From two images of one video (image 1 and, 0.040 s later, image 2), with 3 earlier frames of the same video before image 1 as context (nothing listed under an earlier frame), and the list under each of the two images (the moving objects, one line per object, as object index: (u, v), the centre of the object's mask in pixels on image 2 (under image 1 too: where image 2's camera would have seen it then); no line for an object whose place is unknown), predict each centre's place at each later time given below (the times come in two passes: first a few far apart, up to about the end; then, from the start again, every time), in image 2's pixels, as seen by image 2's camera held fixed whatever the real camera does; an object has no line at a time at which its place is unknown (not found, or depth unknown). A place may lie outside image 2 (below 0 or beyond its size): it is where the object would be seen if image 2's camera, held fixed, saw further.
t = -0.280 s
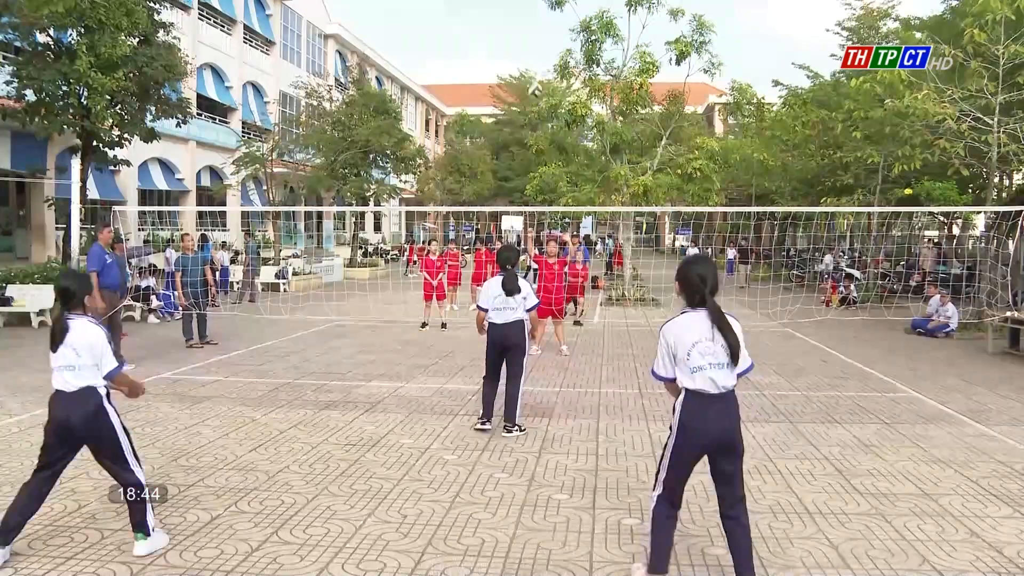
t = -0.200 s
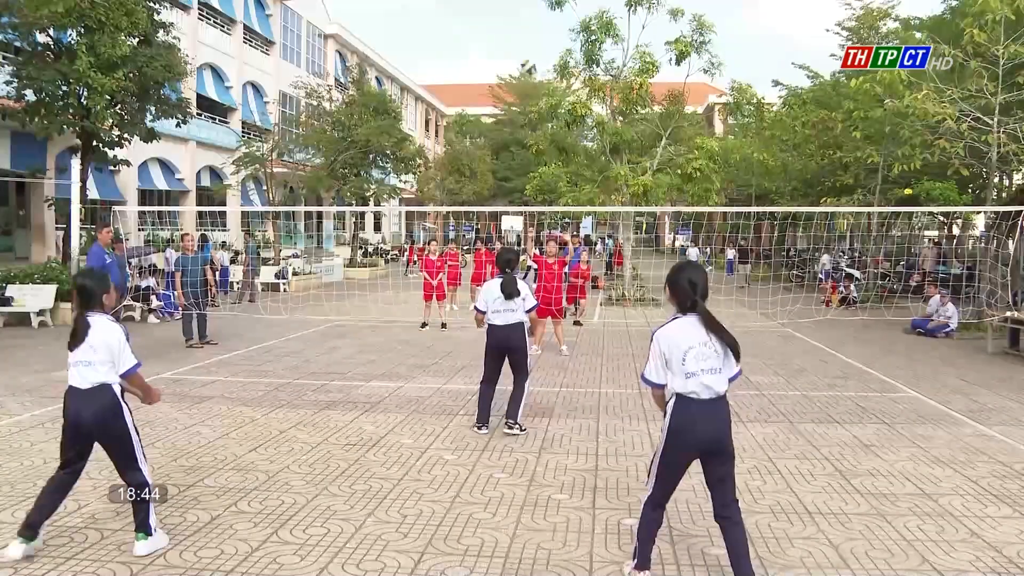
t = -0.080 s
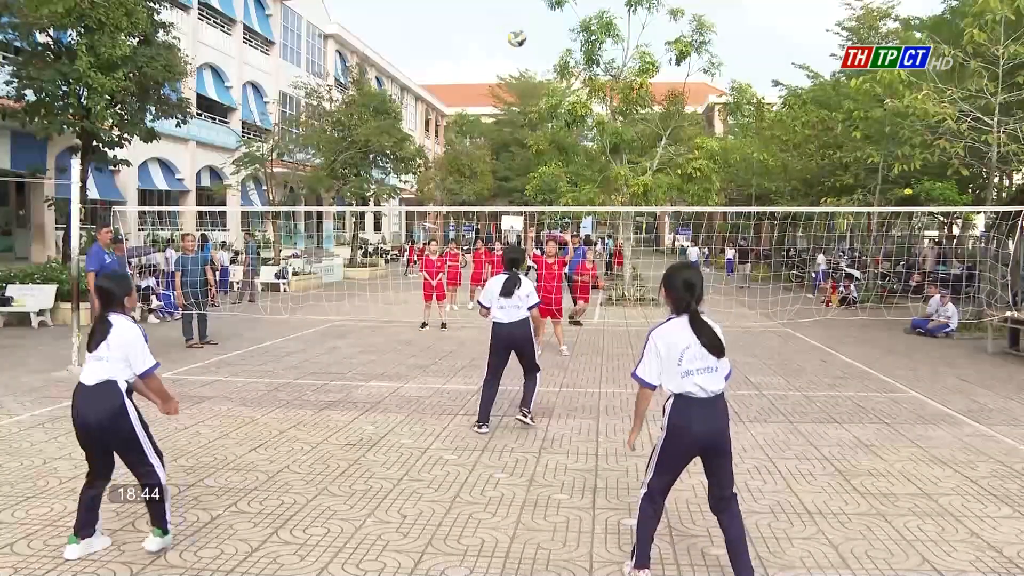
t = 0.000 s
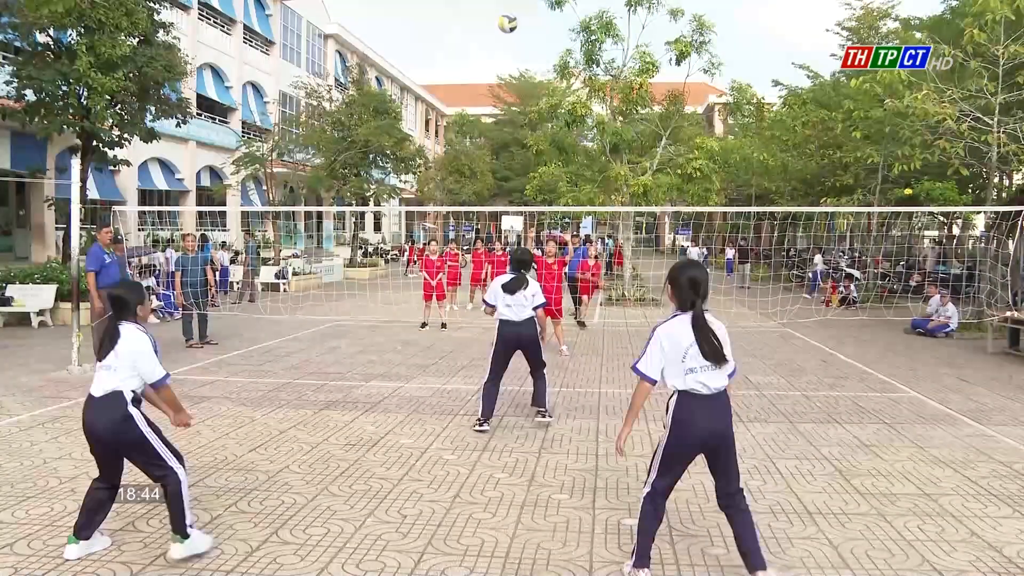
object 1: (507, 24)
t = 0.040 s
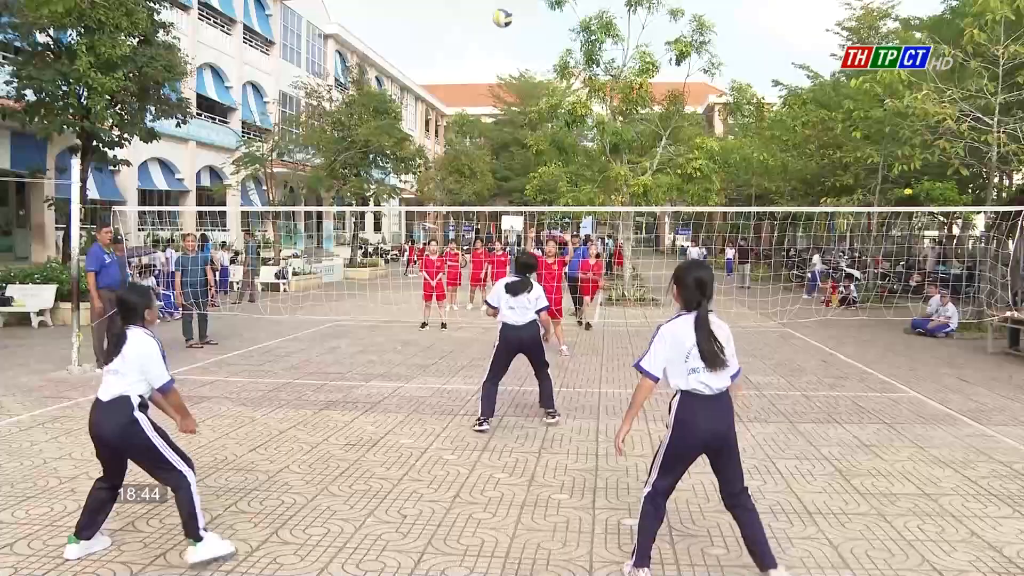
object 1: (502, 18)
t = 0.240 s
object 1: (469, 11)
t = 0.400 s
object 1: (431, 43)
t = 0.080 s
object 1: (497, 13)
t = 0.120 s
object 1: (490, 10)
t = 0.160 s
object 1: (483, 9)
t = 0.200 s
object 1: (477, 9)
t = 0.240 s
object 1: (469, 11)
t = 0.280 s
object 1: (461, 15)
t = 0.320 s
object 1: (453, 21)
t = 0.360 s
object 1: (442, 30)
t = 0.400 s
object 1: (431, 43)
